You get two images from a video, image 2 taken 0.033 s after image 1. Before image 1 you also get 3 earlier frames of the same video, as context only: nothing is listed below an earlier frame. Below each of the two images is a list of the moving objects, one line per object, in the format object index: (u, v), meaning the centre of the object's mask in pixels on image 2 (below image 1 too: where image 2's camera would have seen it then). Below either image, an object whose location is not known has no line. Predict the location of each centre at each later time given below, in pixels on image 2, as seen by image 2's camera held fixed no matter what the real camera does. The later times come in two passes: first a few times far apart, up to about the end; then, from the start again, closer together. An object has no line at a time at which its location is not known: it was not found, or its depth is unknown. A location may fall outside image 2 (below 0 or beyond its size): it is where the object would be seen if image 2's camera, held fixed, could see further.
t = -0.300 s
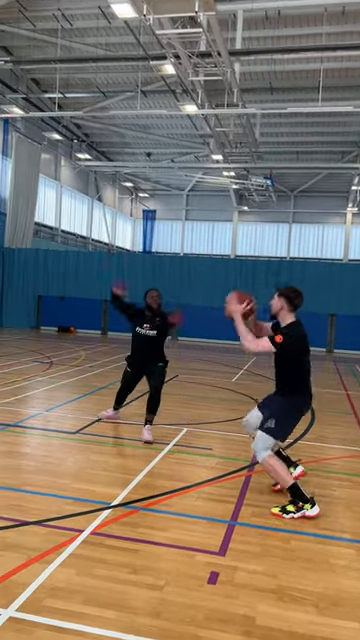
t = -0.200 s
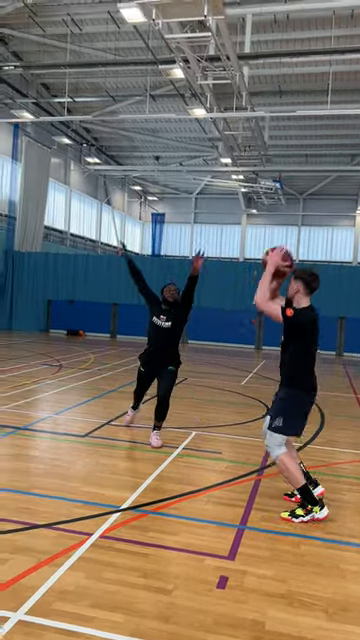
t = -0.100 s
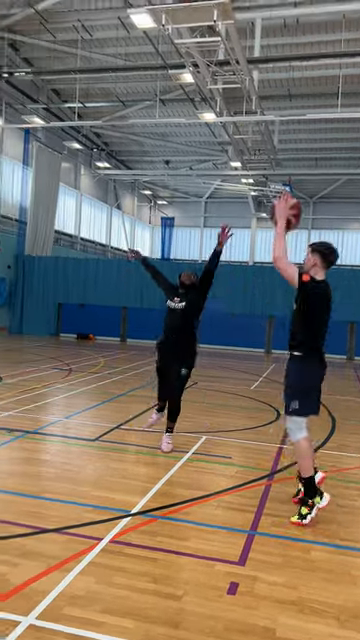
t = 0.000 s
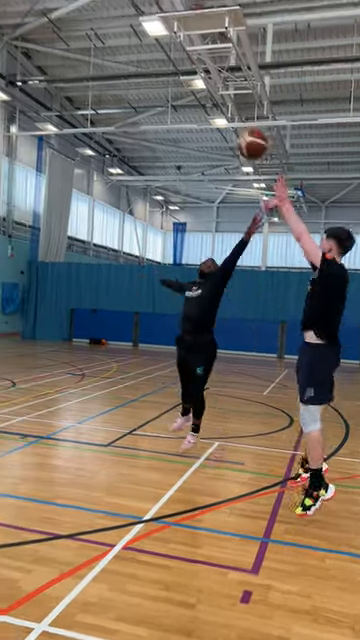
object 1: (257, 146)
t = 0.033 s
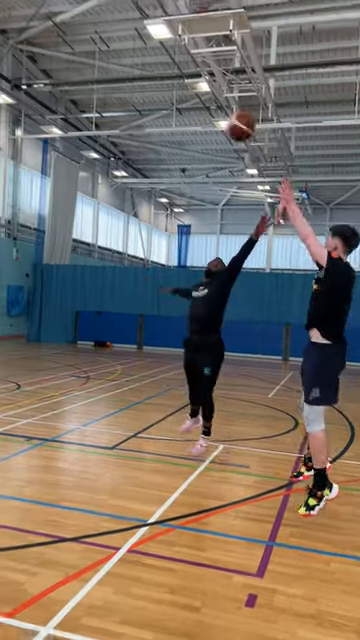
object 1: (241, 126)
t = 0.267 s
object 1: (149, 45)
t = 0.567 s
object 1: (69, 35)
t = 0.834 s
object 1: (19, 82)
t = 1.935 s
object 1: (12, 352)
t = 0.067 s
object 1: (224, 109)
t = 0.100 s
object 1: (209, 94)
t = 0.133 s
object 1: (196, 80)
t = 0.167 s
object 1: (183, 69)
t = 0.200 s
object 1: (171, 59)
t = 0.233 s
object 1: (159, 51)
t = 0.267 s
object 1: (149, 45)
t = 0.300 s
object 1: (138, 39)
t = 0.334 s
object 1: (128, 35)
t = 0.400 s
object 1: (109, 31)
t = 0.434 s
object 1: (100, 29)
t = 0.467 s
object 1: (91, 29)
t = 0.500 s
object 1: (84, 30)
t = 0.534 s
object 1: (77, 32)
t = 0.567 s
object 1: (69, 35)
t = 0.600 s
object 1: (63, 38)
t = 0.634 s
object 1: (57, 42)
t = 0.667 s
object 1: (50, 47)
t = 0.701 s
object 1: (44, 54)
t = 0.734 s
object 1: (36, 58)
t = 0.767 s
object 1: (32, 66)
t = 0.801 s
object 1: (25, 74)
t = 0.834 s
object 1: (19, 82)
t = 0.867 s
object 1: (13, 89)
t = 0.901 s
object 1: (8, 99)
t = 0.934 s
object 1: (3, 108)
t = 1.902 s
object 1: (11, 339)
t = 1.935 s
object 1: (12, 352)
